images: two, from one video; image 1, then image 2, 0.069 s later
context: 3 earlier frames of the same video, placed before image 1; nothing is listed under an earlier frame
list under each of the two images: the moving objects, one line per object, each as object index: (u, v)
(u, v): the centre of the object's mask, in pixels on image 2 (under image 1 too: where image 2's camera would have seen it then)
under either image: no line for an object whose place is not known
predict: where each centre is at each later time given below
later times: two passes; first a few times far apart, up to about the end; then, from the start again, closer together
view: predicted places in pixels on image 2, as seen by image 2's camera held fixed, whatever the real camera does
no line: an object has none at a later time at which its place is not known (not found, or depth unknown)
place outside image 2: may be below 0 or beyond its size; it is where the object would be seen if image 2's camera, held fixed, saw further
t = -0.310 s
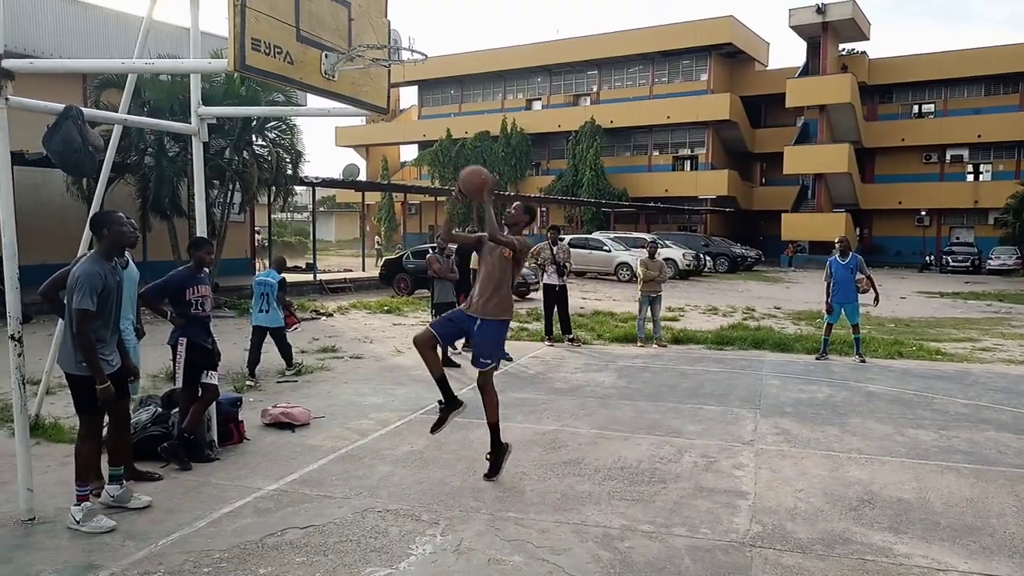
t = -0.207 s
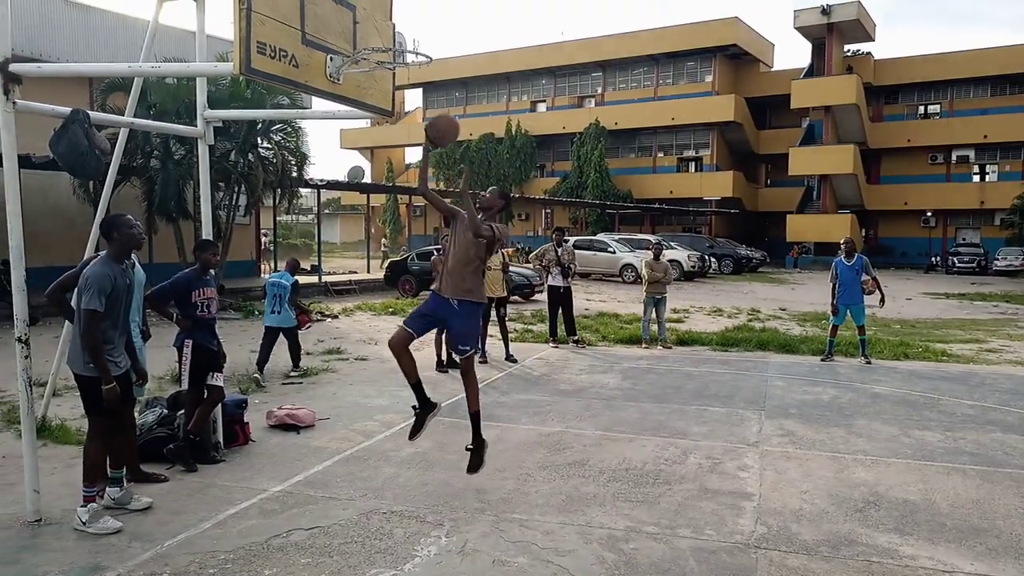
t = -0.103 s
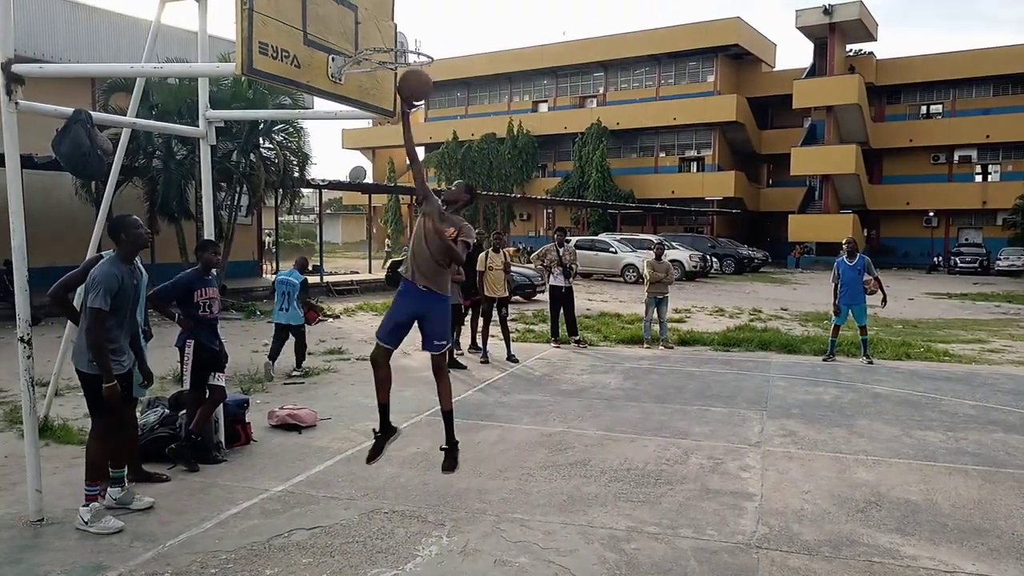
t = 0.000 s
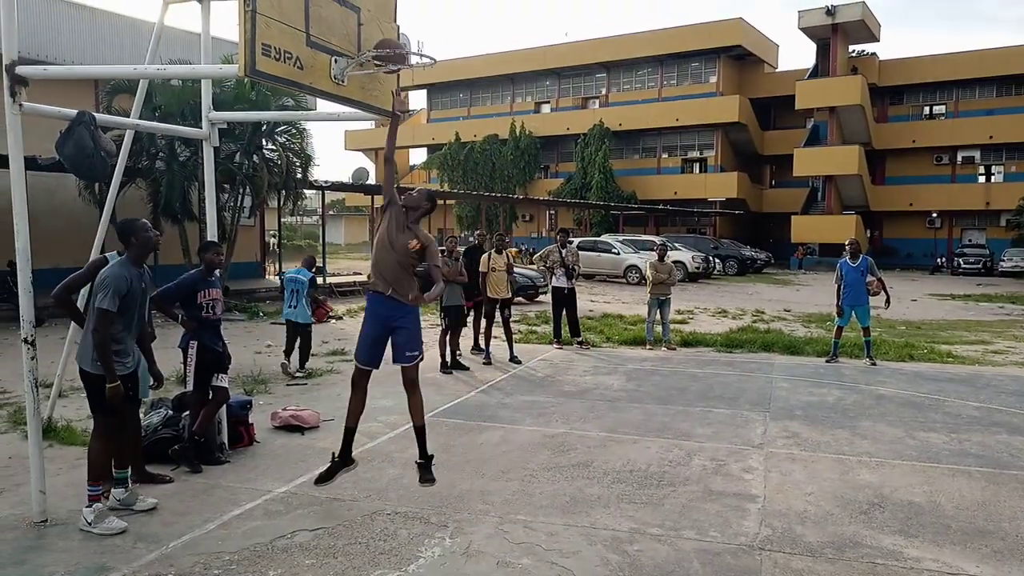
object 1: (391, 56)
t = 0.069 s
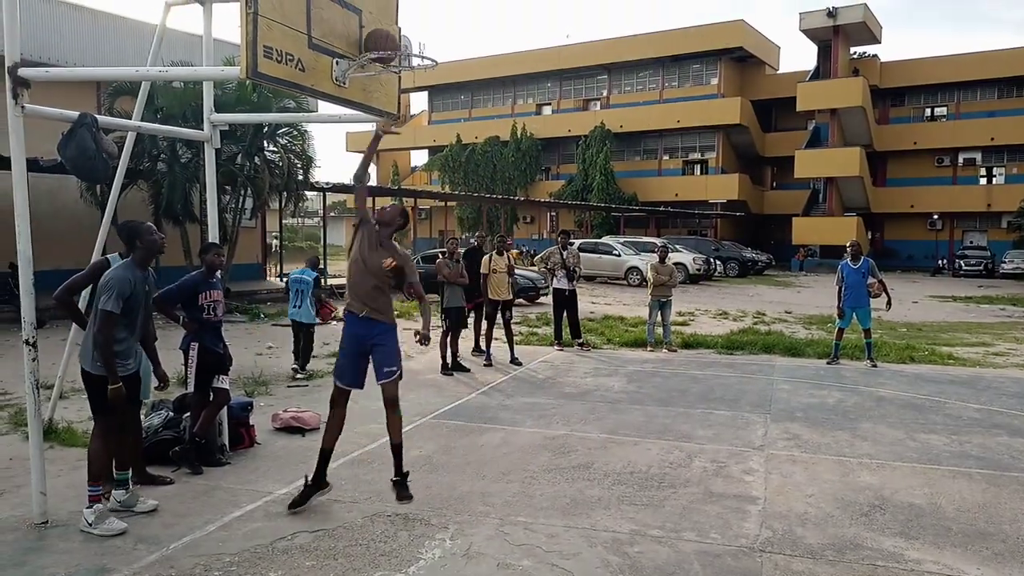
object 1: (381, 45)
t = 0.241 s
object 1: (398, 51)
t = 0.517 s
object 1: (422, 140)
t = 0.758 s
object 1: (443, 331)
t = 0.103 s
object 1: (385, 43)
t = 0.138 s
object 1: (387, 39)
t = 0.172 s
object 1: (391, 40)
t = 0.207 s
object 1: (396, 48)
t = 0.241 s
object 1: (398, 51)
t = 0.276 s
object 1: (401, 55)
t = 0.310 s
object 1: (404, 61)
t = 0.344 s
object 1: (407, 71)
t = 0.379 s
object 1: (410, 79)
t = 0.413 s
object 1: (413, 91)
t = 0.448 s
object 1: (416, 106)
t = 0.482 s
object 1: (419, 122)
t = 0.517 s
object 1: (422, 140)
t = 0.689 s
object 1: (437, 265)
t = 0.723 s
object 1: (440, 297)
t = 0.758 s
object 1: (443, 331)
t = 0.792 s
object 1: (446, 368)
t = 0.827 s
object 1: (450, 408)
